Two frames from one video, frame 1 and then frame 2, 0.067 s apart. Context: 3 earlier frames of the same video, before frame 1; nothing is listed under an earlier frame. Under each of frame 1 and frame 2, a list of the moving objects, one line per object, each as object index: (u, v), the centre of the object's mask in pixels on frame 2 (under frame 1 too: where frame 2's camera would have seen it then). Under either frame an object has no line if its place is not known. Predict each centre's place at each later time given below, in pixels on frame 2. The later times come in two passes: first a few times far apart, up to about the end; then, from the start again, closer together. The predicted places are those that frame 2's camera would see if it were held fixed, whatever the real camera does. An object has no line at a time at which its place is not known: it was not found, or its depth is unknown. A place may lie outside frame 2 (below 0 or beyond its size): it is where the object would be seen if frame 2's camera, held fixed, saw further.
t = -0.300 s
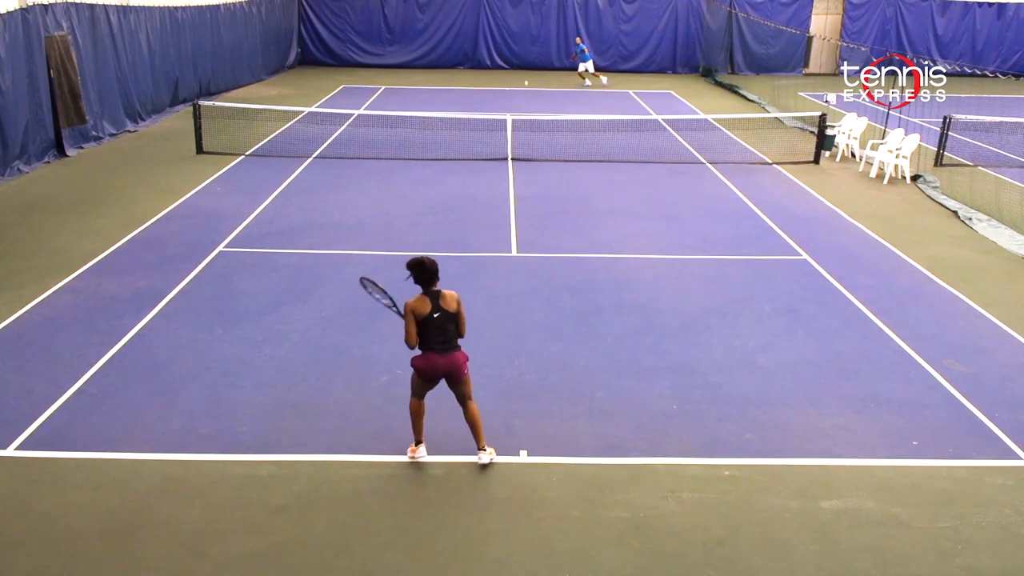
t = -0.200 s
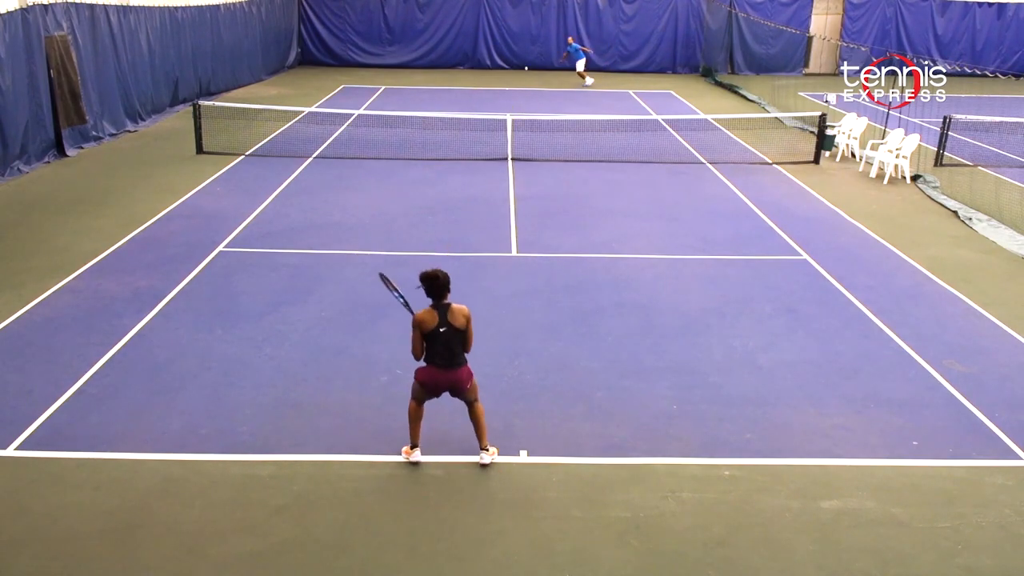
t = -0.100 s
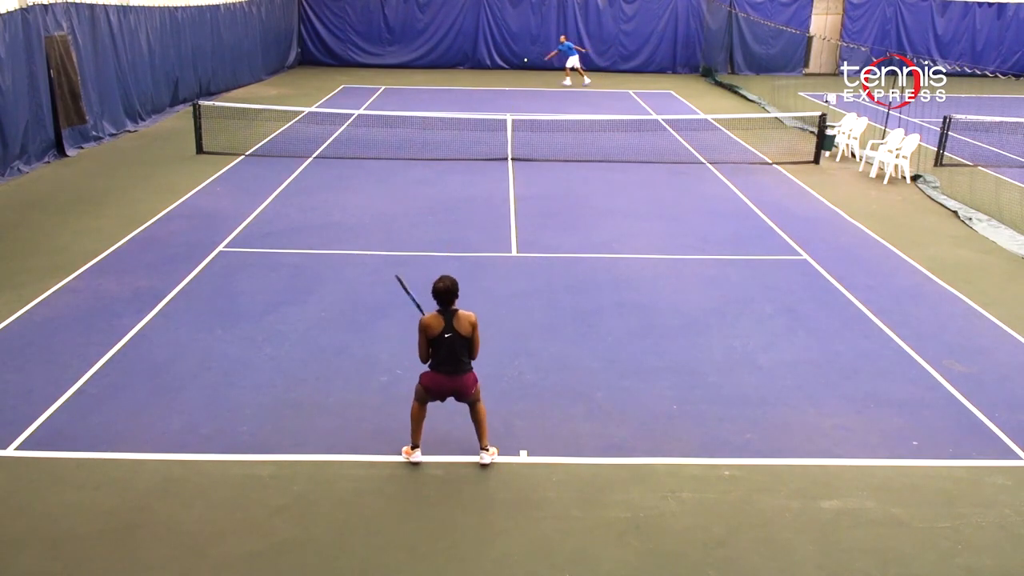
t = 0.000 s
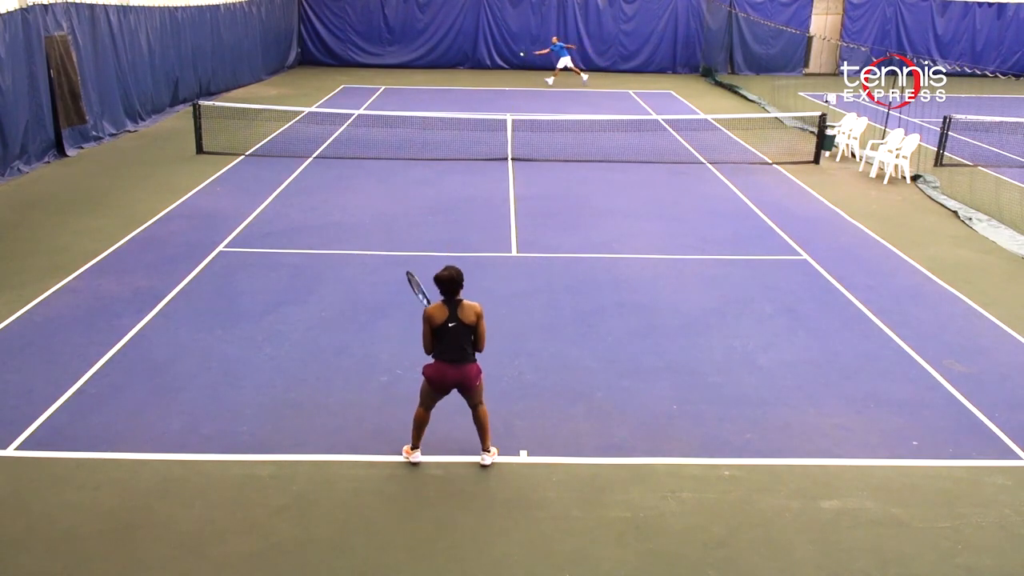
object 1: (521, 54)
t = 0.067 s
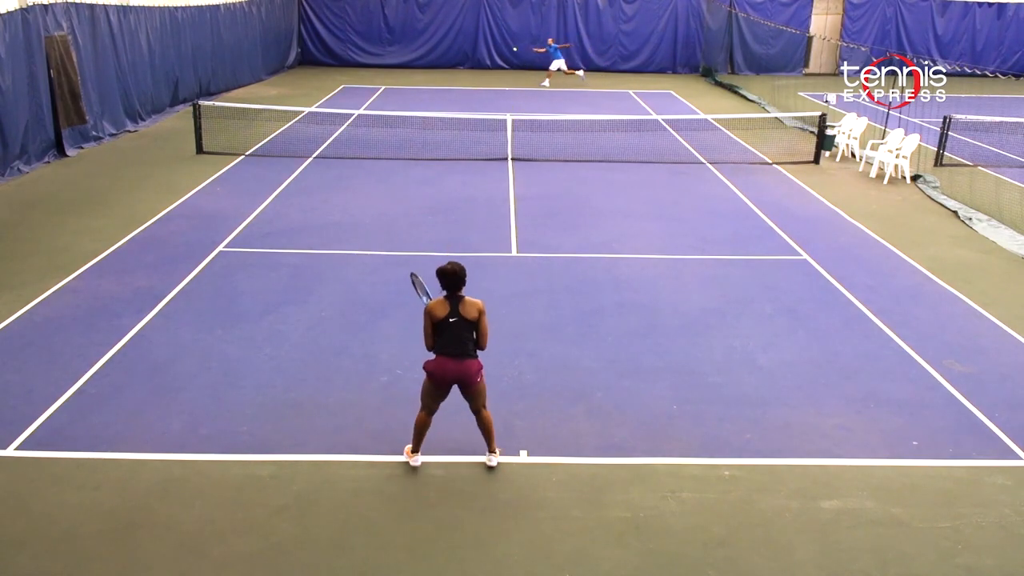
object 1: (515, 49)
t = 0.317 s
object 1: (483, 42)
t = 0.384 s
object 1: (472, 45)
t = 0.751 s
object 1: (389, 119)
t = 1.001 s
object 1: (288, 281)
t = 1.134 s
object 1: (221, 354)
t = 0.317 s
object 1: (483, 42)
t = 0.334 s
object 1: (480, 43)
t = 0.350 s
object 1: (478, 44)
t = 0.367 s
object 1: (475, 44)
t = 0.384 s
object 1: (472, 45)
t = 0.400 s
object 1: (470, 46)
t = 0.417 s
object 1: (467, 48)
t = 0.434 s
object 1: (464, 49)
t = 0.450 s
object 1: (461, 50)
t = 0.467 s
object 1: (458, 52)
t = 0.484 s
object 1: (455, 54)
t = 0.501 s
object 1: (452, 56)
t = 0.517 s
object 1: (449, 58)
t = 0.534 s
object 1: (445, 61)
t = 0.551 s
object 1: (442, 64)
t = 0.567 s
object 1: (438, 67)
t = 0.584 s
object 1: (434, 70)
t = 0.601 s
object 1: (430, 73)
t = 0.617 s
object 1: (426, 77)
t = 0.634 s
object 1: (422, 81)
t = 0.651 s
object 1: (418, 85)
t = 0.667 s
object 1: (414, 90)
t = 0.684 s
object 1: (409, 95)
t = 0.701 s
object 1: (405, 100)
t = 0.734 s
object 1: (395, 111)
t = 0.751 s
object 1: (389, 119)
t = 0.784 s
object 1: (379, 132)
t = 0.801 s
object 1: (373, 140)
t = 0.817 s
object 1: (367, 149)
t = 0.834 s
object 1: (362, 157)
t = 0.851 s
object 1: (355, 167)
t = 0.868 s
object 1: (349, 177)
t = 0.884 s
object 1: (343, 187)
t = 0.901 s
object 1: (336, 198)
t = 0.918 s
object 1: (328, 210)
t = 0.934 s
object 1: (321, 223)
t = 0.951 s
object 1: (313, 236)
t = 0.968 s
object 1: (305, 250)
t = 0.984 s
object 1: (297, 265)
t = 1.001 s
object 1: (288, 281)
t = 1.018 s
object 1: (280, 298)
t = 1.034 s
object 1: (270, 316)
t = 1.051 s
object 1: (261, 334)
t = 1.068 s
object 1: (251, 354)
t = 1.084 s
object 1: (243, 358)
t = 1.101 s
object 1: (236, 357)
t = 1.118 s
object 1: (228, 355)
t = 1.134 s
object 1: (221, 354)
